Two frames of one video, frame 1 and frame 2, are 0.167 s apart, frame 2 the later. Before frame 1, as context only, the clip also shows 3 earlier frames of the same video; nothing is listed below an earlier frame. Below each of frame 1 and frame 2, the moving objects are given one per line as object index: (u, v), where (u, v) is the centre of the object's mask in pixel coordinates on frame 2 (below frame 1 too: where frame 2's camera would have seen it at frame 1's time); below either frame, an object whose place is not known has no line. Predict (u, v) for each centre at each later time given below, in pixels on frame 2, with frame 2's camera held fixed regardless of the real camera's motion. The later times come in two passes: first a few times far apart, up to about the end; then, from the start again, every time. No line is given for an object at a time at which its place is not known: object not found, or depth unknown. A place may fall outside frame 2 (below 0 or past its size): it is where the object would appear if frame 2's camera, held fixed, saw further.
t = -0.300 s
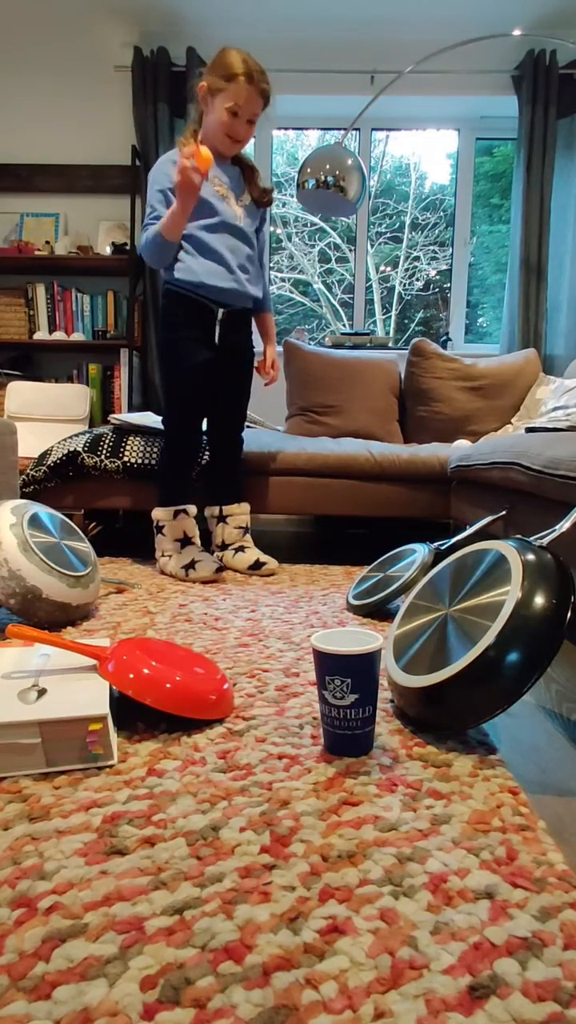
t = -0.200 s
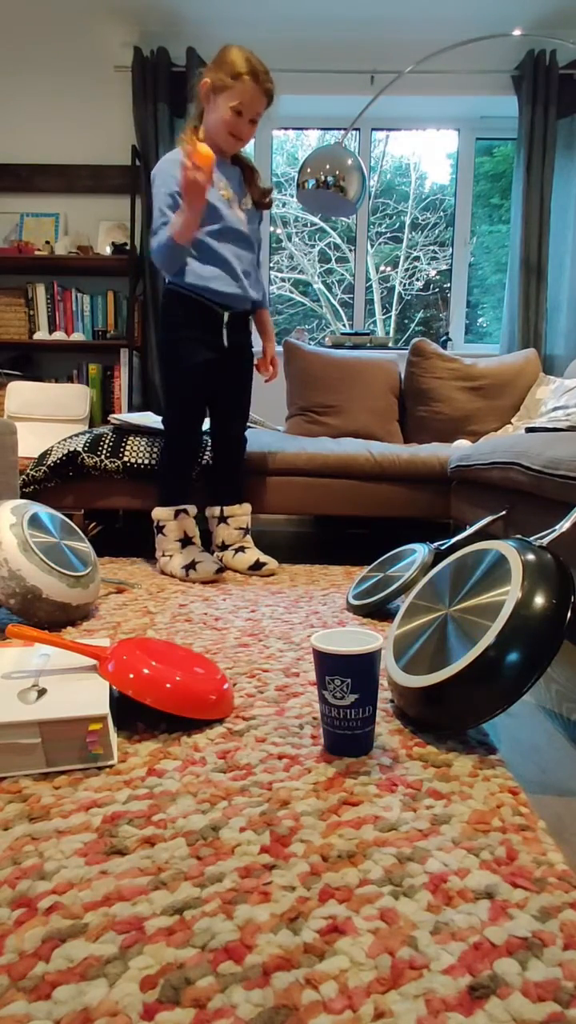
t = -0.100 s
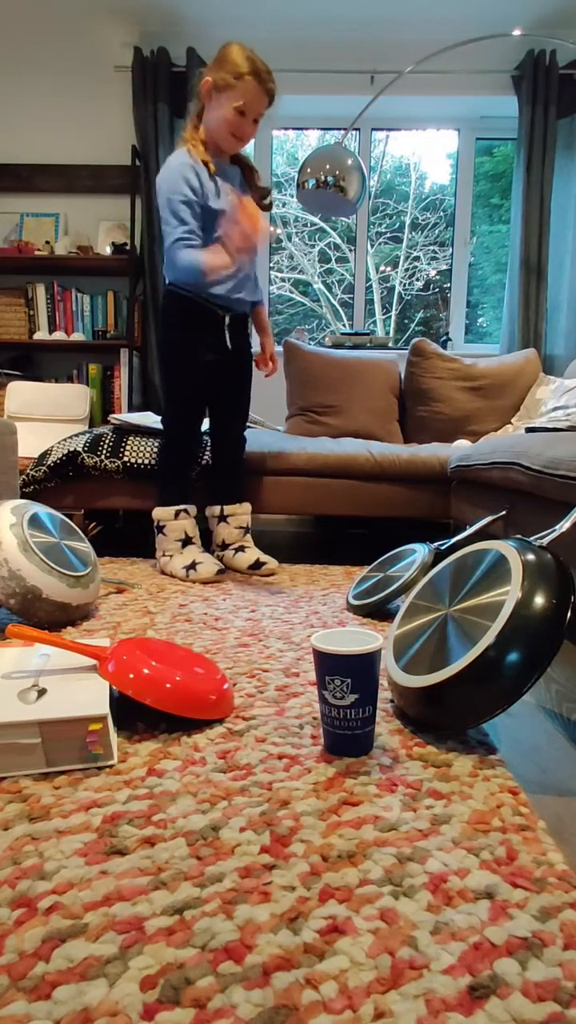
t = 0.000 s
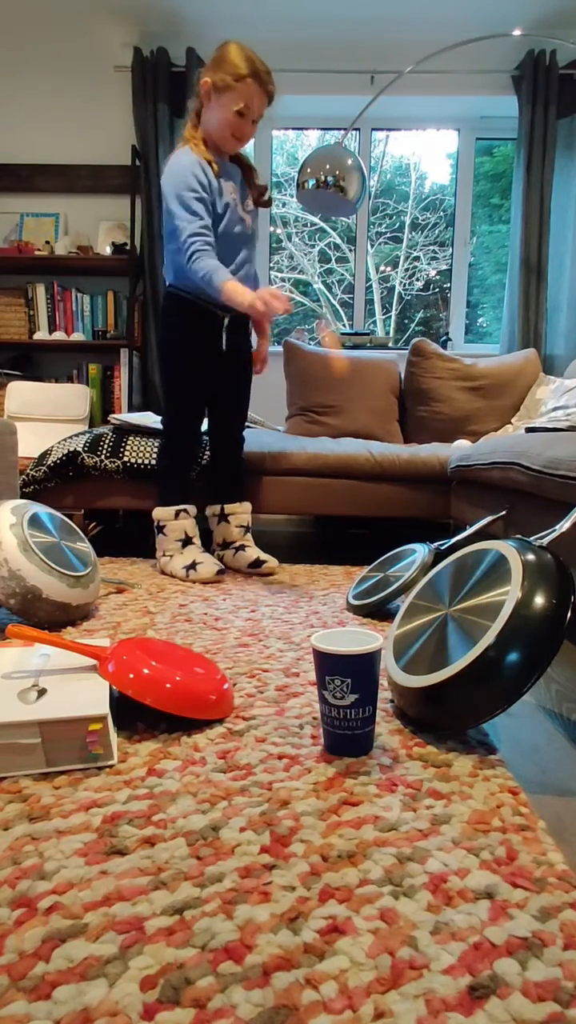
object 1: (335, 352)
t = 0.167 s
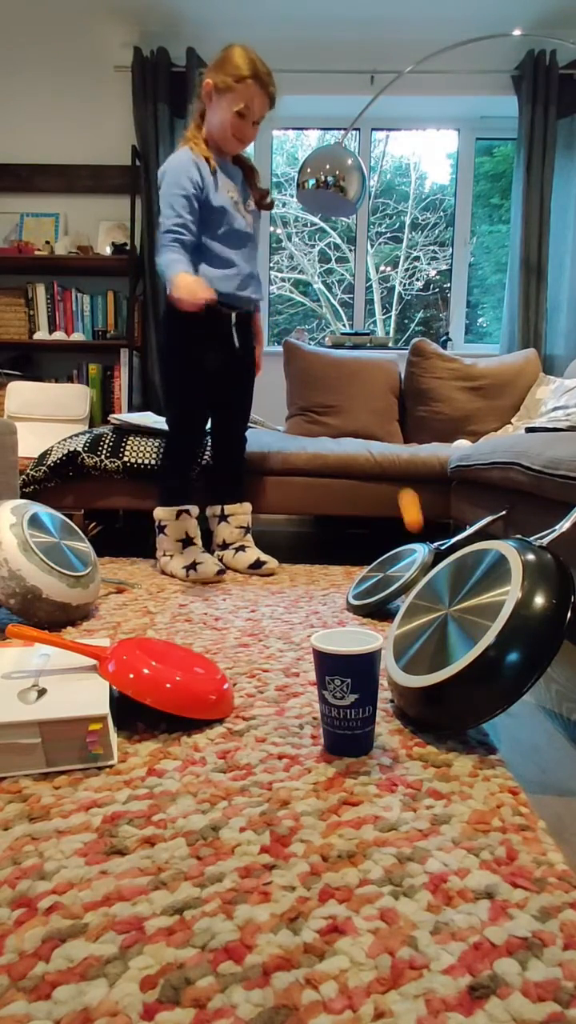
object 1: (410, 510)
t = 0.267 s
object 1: (381, 426)
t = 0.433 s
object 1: (299, 397)
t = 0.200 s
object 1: (402, 480)
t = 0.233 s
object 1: (393, 453)
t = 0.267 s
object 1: (381, 426)
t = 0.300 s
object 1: (369, 409)
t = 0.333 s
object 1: (356, 394)
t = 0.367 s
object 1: (339, 386)
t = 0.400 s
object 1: (320, 388)
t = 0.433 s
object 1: (299, 397)
